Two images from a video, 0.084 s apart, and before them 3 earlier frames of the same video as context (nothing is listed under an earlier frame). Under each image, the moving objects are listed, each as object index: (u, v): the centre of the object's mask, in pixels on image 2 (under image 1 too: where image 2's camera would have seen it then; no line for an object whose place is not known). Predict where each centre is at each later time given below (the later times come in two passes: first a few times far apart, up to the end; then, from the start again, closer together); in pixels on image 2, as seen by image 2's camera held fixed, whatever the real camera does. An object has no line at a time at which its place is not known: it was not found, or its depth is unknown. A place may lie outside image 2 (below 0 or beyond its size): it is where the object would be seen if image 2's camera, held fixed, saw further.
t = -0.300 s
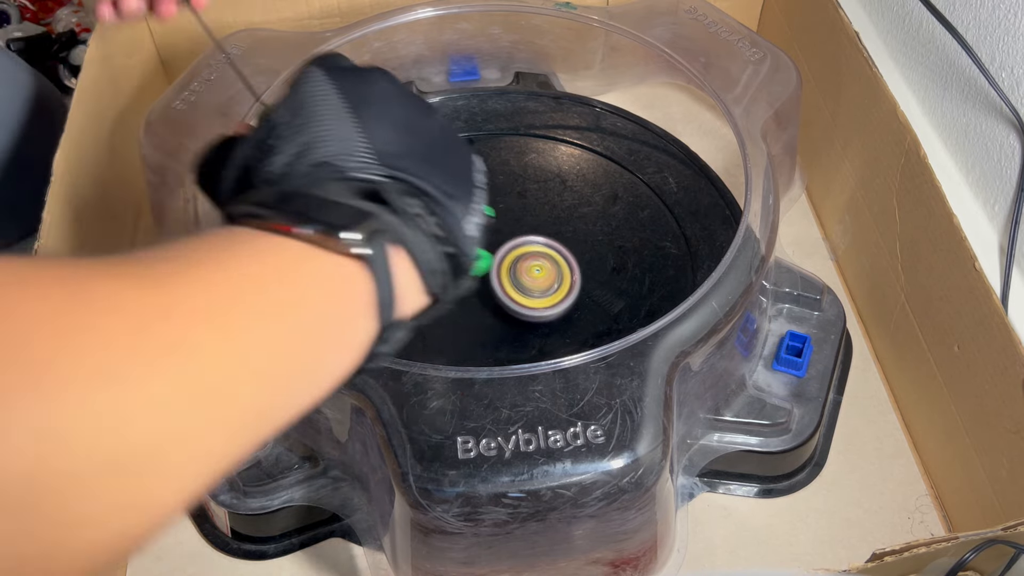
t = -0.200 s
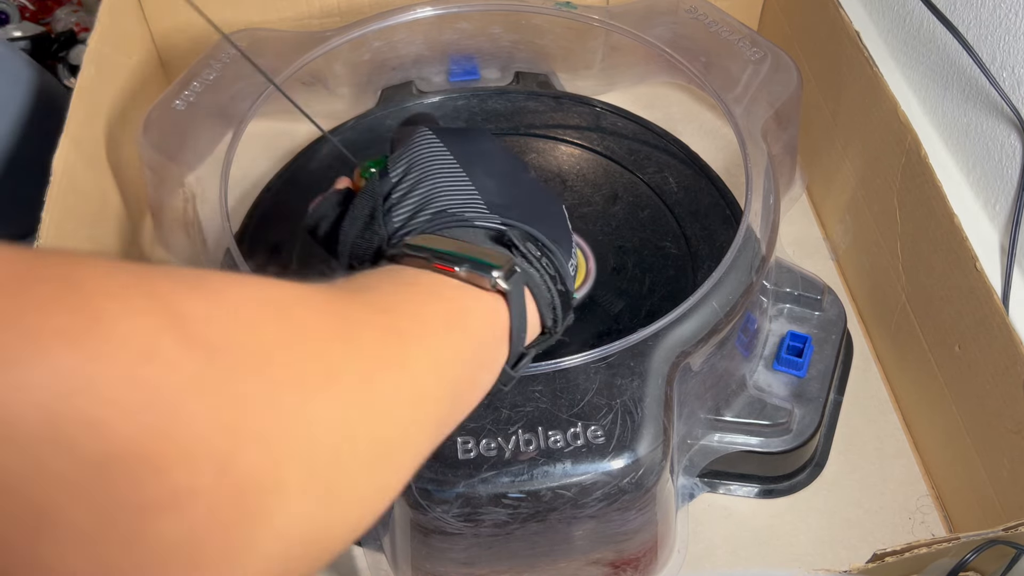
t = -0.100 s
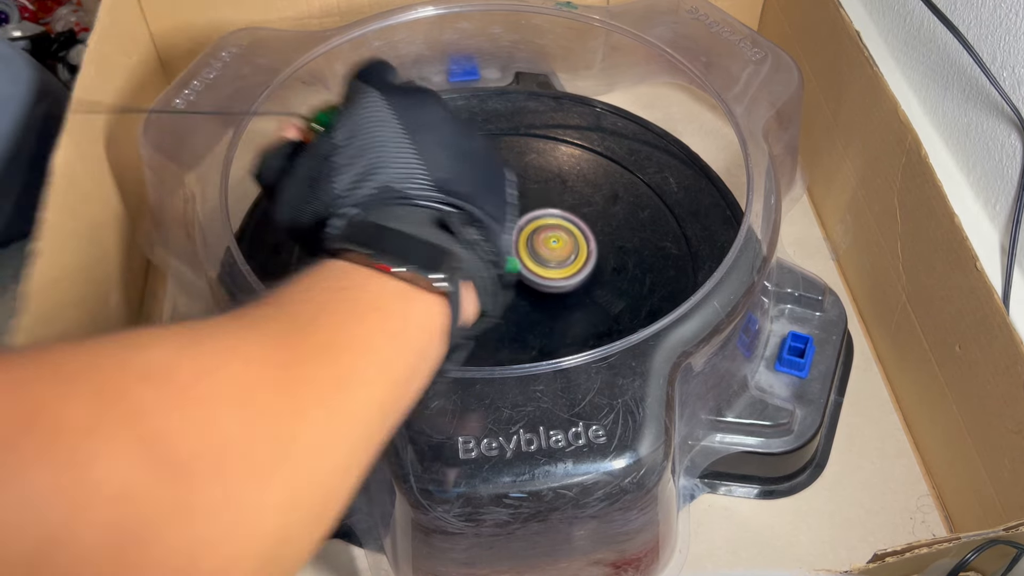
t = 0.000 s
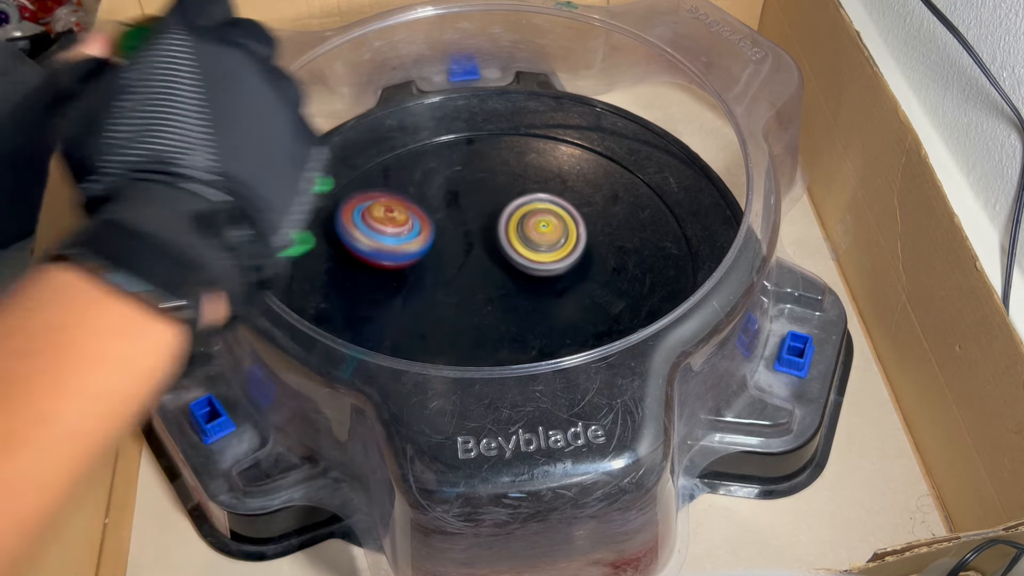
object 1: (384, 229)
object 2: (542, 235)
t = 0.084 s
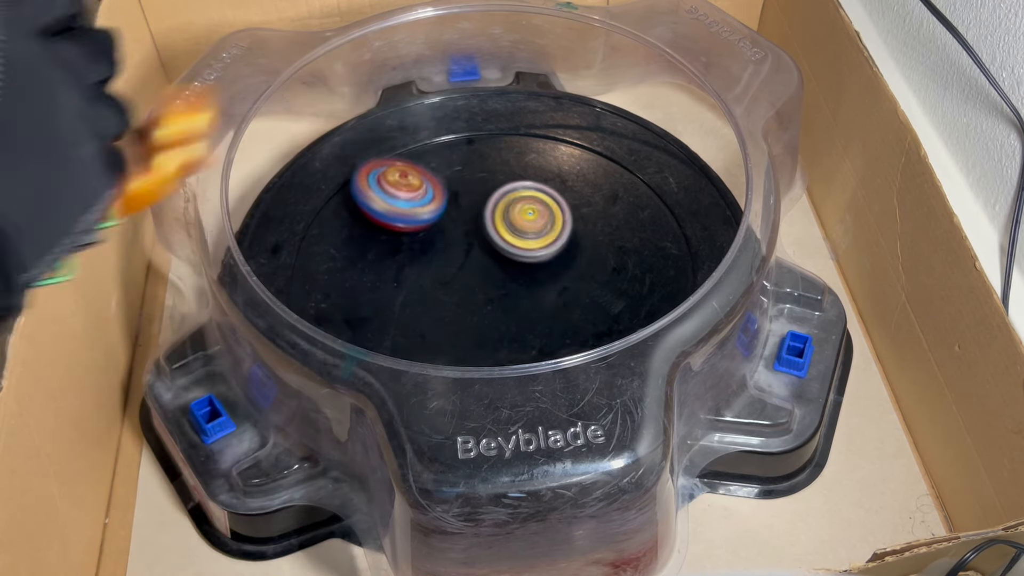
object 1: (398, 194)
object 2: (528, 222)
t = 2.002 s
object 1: (562, 298)
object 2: (629, 182)
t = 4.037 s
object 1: (441, 272)
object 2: (624, 144)
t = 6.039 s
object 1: (502, 154)
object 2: (539, 326)
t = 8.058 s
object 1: (436, 203)
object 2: (436, 306)
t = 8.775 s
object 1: (491, 239)
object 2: (595, 244)
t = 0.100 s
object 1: (402, 189)
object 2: (525, 219)
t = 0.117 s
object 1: (407, 186)
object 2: (522, 217)
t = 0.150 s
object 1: (416, 178)
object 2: (515, 212)
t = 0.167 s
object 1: (421, 175)
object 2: (512, 210)
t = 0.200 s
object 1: (422, 165)
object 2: (516, 213)
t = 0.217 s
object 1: (413, 153)
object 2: (528, 221)
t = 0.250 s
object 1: (396, 134)
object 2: (550, 235)
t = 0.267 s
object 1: (388, 128)
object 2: (560, 241)
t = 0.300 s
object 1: (376, 113)
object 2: (579, 253)
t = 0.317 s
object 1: (371, 113)
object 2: (587, 258)
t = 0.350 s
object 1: (368, 129)
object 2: (599, 268)
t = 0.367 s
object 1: (367, 136)
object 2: (604, 272)
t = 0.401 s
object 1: (368, 156)
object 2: (609, 280)
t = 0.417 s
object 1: (369, 167)
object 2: (610, 285)
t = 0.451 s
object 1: (373, 190)
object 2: (608, 292)
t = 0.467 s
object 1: (375, 203)
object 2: (605, 295)
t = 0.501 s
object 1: (382, 230)
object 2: (597, 300)
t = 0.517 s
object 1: (387, 244)
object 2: (593, 302)
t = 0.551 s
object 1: (397, 272)
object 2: (580, 306)
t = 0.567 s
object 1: (401, 285)
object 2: (574, 308)
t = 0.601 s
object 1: (412, 310)
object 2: (558, 310)
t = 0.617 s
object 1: (418, 320)
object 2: (550, 310)
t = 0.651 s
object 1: (433, 331)
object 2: (534, 309)
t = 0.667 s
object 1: (435, 335)
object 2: (532, 307)
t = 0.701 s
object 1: (425, 356)
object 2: (540, 297)
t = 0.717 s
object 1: (424, 361)
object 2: (544, 291)
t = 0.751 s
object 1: (424, 369)
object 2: (551, 281)
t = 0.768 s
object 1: (426, 371)
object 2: (554, 276)
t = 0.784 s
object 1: (427, 374)
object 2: (558, 271)
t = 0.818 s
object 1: (438, 368)
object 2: (563, 261)
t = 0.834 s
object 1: (446, 363)
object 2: (564, 256)
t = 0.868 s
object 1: (460, 342)
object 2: (567, 248)
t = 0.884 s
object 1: (469, 339)
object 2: (567, 244)
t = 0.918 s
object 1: (486, 328)
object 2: (567, 237)
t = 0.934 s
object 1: (495, 319)
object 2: (566, 234)
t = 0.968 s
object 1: (508, 293)
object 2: (564, 228)
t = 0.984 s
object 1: (504, 286)
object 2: (570, 218)
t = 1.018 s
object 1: (491, 274)
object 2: (582, 196)
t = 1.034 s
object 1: (483, 267)
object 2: (586, 187)
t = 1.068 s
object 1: (467, 254)
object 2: (590, 170)
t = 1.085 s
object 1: (458, 247)
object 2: (591, 163)
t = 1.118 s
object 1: (440, 233)
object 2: (589, 153)
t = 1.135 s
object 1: (430, 227)
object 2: (588, 149)
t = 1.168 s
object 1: (412, 216)
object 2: (583, 145)
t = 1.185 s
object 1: (403, 211)
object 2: (580, 144)
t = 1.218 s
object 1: (386, 204)
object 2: (572, 145)
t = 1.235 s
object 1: (378, 200)
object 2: (568, 146)
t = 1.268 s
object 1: (364, 197)
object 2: (558, 151)
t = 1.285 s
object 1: (357, 196)
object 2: (552, 154)
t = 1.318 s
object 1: (347, 198)
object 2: (540, 162)
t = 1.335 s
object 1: (343, 201)
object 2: (534, 166)
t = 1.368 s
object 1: (338, 207)
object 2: (521, 175)
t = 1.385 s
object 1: (336, 211)
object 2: (515, 181)
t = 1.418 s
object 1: (335, 222)
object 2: (502, 192)
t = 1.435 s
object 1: (336, 229)
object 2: (496, 198)
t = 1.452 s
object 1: (338, 236)
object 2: (489, 204)
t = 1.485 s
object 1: (343, 252)
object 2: (478, 216)
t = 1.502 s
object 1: (348, 261)
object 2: (473, 223)
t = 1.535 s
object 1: (357, 279)
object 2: (464, 236)
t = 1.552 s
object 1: (362, 287)
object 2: (460, 243)
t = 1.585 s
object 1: (374, 305)
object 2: (454, 256)
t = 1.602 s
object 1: (380, 312)
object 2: (452, 262)
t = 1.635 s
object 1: (386, 324)
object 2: (461, 268)
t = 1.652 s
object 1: (388, 329)
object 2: (468, 268)
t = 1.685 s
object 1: (394, 355)
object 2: (485, 270)
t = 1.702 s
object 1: (404, 361)
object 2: (493, 271)
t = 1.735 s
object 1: (420, 373)
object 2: (510, 271)
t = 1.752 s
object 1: (431, 374)
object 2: (519, 270)
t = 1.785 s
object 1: (458, 368)
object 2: (536, 267)
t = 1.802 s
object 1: (473, 370)
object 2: (545, 266)
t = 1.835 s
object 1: (500, 359)
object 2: (560, 262)
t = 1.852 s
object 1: (514, 351)
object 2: (568, 259)
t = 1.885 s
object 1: (537, 330)
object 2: (581, 254)
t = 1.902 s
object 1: (549, 323)
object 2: (587, 250)
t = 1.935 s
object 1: (562, 315)
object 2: (602, 229)
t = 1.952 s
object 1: (562, 313)
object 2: (612, 216)
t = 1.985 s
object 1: (564, 305)
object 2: (625, 193)
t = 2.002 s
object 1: (562, 298)
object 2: (629, 182)
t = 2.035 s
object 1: (557, 285)
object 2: (632, 163)
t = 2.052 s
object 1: (553, 277)
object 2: (630, 157)
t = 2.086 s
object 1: (542, 260)
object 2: (622, 147)
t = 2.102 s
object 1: (534, 251)
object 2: (616, 145)
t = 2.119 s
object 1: (525, 243)
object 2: (608, 144)
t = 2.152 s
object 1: (506, 225)
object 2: (590, 146)
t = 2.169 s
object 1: (496, 216)
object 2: (579, 148)
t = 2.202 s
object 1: (471, 200)
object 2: (557, 154)
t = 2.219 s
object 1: (460, 192)
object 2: (547, 158)
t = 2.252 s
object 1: (432, 180)
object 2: (526, 168)
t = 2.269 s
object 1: (419, 175)
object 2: (517, 172)
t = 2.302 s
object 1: (392, 167)
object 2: (499, 184)
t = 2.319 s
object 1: (377, 164)
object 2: (490, 191)
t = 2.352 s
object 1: (354, 162)
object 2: (475, 206)
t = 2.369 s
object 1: (344, 164)
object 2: (468, 213)
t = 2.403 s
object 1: (336, 180)
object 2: (457, 230)
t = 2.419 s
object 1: (332, 189)
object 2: (452, 239)
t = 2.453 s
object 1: (328, 210)
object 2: (445, 257)
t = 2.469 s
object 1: (326, 221)
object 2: (443, 266)
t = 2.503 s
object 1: (325, 245)
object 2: (441, 284)
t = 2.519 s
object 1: (326, 257)
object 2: (441, 292)
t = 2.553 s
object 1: (329, 283)
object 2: (446, 307)
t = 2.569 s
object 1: (334, 294)
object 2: (448, 314)
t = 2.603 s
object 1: (342, 321)
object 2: (457, 323)
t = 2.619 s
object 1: (351, 331)
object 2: (462, 326)
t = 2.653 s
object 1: (375, 353)
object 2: (473, 330)
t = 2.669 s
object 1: (383, 360)
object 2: (486, 330)
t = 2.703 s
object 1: (394, 381)
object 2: (518, 327)
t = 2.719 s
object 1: (403, 387)
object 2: (533, 324)
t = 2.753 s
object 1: (424, 397)
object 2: (563, 318)
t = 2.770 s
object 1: (437, 394)
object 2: (576, 315)
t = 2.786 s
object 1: (452, 393)
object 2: (588, 310)
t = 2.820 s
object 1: (485, 383)
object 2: (609, 300)
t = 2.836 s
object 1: (502, 377)
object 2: (618, 295)
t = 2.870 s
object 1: (532, 358)
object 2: (630, 285)
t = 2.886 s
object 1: (547, 345)
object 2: (635, 281)
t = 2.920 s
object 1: (560, 323)
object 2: (648, 264)
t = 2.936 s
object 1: (554, 319)
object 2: (662, 248)
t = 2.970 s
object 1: (542, 304)
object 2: (675, 219)
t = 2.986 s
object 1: (534, 294)
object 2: (670, 207)
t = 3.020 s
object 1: (517, 271)
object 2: (658, 192)
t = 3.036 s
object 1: (509, 260)
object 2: (647, 183)
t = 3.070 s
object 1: (489, 238)
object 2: (625, 171)
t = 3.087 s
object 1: (479, 228)
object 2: (614, 167)
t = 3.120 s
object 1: (457, 207)
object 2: (590, 159)
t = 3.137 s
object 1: (445, 198)
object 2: (576, 156)
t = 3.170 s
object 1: (422, 181)
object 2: (552, 154)
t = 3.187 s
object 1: (412, 175)
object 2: (539, 155)
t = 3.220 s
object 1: (389, 164)
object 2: (515, 158)
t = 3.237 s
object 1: (378, 160)
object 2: (503, 160)
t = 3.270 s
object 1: (359, 155)
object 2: (482, 167)
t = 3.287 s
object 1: (354, 158)
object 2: (472, 172)
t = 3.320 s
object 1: (347, 171)
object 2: (453, 184)
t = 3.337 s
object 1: (345, 179)
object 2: (445, 191)
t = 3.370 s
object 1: (337, 195)
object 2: (437, 207)
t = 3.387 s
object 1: (330, 201)
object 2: (436, 218)
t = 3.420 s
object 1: (318, 217)
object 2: (435, 237)
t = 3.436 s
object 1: (314, 226)
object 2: (435, 246)
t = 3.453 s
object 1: (310, 235)
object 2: (437, 255)
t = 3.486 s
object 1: (300, 254)
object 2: (441, 273)
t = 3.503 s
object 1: (300, 263)
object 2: (444, 282)
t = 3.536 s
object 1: (311, 282)
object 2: (454, 298)
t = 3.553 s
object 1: (311, 296)
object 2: (459, 304)
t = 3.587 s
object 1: (318, 317)
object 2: (473, 316)
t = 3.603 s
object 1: (326, 325)
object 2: (480, 321)
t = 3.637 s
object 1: (350, 342)
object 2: (495, 327)
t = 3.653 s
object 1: (365, 350)
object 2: (503, 328)
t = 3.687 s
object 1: (400, 360)
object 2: (518, 329)
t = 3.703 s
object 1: (419, 359)
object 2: (524, 329)
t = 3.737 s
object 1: (421, 363)
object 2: (567, 316)
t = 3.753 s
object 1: (412, 366)
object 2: (597, 305)
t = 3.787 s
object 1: (399, 368)
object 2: (648, 277)
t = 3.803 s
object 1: (393, 366)
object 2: (670, 262)
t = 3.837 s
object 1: (388, 358)
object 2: (697, 230)
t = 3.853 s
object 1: (394, 337)
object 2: (707, 218)
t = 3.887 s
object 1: (397, 333)
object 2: (707, 195)
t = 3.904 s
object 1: (402, 330)
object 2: (702, 186)
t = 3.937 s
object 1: (413, 325)
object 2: (686, 169)
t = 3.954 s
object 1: (418, 319)
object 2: (677, 163)
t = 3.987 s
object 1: (429, 301)
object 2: (657, 152)
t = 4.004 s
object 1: (433, 292)
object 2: (646, 149)
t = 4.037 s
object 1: (441, 272)
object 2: (624, 144)
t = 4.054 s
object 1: (445, 261)
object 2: (612, 143)
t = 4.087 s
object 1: (451, 242)
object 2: (585, 145)
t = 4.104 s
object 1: (453, 232)
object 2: (570, 146)
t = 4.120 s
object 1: (454, 223)
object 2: (556, 148)
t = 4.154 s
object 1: (456, 206)
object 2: (528, 154)
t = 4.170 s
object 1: (446, 203)
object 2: (527, 150)
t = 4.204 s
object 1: (403, 194)
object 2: (543, 132)
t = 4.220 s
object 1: (381, 194)
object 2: (550, 129)
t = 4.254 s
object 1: (339, 202)
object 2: (560, 133)
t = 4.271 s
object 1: (320, 200)
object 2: (562, 139)
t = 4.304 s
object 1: (295, 201)
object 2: (562, 151)
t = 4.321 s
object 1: (283, 206)
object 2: (561, 158)
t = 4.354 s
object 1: (263, 211)
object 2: (557, 173)
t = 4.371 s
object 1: (257, 213)
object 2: (554, 180)
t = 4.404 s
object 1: (253, 214)
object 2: (547, 196)
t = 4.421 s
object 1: (256, 215)
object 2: (543, 204)
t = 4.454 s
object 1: (266, 217)
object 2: (533, 219)
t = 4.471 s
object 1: (274, 217)
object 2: (528, 227)
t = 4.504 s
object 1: (282, 217)
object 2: (519, 241)
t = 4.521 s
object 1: (287, 217)
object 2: (514, 247)
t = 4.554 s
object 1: (300, 216)
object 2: (505, 260)
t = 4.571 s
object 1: (307, 216)
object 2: (502, 265)
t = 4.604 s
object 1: (322, 220)
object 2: (497, 276)
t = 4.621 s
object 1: (331, 221)
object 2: (494, 280)
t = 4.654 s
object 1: (348, 226)
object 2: (492, 289)
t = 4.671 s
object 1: (358, 228)
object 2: (492, 293)
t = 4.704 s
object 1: (378, 232)
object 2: (493, 299)
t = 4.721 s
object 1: (388, 234)
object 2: (494, 302)
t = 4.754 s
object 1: (410, 237)
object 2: (499, 307)
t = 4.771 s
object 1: (421, 237)
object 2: (502, 308)
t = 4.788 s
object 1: (432, 237)
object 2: (506, 310)
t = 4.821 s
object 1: (455, 235)
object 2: (513, 311)
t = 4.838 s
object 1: (466, 233)
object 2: (517, 312)
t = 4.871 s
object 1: (488, 228)
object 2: (525, 313)
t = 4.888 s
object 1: (498, 225)
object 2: (529, 314)
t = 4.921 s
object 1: (517, 217)
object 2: (535, 314)
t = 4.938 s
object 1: (525, 213)
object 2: (538, 314)
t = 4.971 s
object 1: (539, 204)
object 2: (544, 313)
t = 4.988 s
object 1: (545, 199)
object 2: (546, 312)
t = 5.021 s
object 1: (555, 190)
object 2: (552, 310)
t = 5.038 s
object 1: (559, 185)
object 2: (554, 308)
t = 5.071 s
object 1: (564, 176)
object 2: (559, 305)
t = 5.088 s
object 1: (566, 172)
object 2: (561, 303)
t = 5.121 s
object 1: (568, 165)
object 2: (565, 300)
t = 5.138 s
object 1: (567, 159)
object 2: (566, 298)
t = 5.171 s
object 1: (563, 153)
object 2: (568, 295)
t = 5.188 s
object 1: (560, 151)
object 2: (569, 293)
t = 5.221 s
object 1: (552, 146)
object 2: (569, 289)
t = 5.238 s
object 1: (548, 143)
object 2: (569, 288)
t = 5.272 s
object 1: (538, 141)
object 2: (568, 284)
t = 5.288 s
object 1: (533, 141)
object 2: (567, 283)
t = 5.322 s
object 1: (523, 141)
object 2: (564, 281)
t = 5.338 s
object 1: (518, 141)
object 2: (562, 279)
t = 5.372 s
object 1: (506, 143)
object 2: (557, 276)
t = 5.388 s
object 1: (499, 144)
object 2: (554, 275)
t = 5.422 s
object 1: (487, 148)
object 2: (548, 274)
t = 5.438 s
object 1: (481, 151)
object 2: (545, 273)
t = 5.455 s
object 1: (477, 153)
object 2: (541, 273)
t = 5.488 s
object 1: (470, 160)
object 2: (535, 273)
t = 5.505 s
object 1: (468, 163)
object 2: (532, 274)
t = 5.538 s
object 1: (466, 171)
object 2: (526, 275)
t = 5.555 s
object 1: (465, 175)
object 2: (523, 275)
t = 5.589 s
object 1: (465, 184)
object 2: (518, 276)
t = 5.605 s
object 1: (467, 191)
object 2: (515, 277)
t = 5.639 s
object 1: (475, 204)
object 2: (509, 279)
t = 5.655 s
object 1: (480, 207)
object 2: (507, 283)
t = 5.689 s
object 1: (490, 203)
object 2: (506, 301)
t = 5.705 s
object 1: (495, 200)
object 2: (505, 309)
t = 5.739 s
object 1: (506, 195)
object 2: (505, 321)
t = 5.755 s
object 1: (511, 193)
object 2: (505, 325)
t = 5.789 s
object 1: (522, 188)
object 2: (508, 329)
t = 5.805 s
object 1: (527, 185)
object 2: (510, 331)
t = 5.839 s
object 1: (532, 177)
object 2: (515, 332)
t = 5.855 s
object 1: (534, 174)
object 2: (517, 333)
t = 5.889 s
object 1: (535, 168)
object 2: (522, 333)
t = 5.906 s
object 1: (535, 165)
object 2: (525, 333)
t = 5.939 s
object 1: (533, 158)
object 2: (530, 332)
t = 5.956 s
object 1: (529, 155)
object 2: (532, 332)
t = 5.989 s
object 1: (520, 150)
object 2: (535, 330)
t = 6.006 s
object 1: (514, 151)
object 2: (537, 329)
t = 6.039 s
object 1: (502, 154)
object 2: (539, 326)
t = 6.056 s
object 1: (495, 157)
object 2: (540, 324)
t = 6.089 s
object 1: (483, 169)
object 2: (540, 320)
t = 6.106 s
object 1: (478, 176)
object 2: (540, 317)
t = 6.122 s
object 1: (474, 185)
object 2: (539, 313)
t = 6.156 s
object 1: (470, 204)
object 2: (537, 307)
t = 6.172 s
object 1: (469, 213)
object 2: (535, 304)
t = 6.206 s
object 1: (468, 234)
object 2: (530, 298)
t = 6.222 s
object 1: (466, 240)
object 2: (531, 299)
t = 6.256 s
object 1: (460, 247)
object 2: (535, 304)
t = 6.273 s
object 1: (458, 251)
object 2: (535, 306)
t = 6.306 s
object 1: (455, 258)
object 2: (535, 308)
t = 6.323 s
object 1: (454, 263)
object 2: (535, 308)
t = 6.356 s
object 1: (439, 253)
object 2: (555, 321)
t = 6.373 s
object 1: (431, 246)
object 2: (565, 324)
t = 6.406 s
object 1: (417, 238)
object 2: (584, 337)
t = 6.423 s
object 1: (414, 234)
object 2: (593, 342)
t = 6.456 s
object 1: (406, 228)
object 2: (606, 346)
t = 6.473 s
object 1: (404, 229)
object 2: (611, 345)
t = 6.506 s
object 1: (405, 230)
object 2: (618, 342)
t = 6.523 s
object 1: (404, 231)
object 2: (620, 339)
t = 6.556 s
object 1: (408, 241)
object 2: (622, 331)
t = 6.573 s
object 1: (412, 245)
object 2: (622, 327)
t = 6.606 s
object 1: (418, 257)
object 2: (616, 312)
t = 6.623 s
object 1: (424, 265)
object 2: (616, 309)
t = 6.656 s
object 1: (439, 277)
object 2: (612, 302)
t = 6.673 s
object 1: (446, 283)
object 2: (609, 297)
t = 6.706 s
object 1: (466, 293)
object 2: (597, 285)
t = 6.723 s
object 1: (476, 296)
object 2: (590, 280)
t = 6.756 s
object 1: (483, 302)
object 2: (587, 266)
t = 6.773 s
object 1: (479, 306)
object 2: (592, 258)
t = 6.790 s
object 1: (475, 308)
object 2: (597, 250)
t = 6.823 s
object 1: (471, 312)
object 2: (601, 236)
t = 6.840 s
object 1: (471, 313)
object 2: (601, 230)
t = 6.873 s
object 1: (472, 314)
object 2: (597, 220)
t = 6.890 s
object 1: (476, 315)
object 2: (593, 217)
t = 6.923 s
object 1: (484, 313)
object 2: (581, 211)
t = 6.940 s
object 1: (489, 313)
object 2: (573, 210)
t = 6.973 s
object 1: (503, 308)
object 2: (557, 208)
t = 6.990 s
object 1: (509, 305)
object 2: (549, 207)
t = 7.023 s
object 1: (522, 296)
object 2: (533, 207)
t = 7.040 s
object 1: (526, 290)
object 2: (525, 207)
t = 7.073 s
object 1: (531, 281)
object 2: (509, 207)
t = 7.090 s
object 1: (532, 278)
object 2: (501, 203)
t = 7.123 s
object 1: (529, 276)
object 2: (484, 195)
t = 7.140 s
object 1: (528, 273)
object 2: (476, 193)
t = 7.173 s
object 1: (519, 270)
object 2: (460, 190)
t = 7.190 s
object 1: (516, 267)
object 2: (453, 190)
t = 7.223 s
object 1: (502, 263)
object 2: (441, 193)
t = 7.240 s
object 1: (497, 263)
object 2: (436, 195)
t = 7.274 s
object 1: (482, 263)
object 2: (427, 200)
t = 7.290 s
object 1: (480, 269)
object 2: (420, 197)
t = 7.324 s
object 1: (474, 283)
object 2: (406, 192)
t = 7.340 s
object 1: (473, 290)
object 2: (400, 191)
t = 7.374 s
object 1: (472, 302)
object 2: (391, 192)
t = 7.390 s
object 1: (475, 308)
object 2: (388, 194)
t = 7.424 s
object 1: (480, 317)
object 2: (384, 198)
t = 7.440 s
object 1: (485, 321)
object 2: (382, 201)
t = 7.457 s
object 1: (490, 323)
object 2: (382, 204)
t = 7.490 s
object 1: (503, 327)
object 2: (381, 211)
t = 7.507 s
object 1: (511, 325)
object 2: (381, 215)
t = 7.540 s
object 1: (527, 325)
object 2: (383, 223)
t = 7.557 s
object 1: (535, 322)
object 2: (385, 227)
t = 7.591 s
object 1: (551, 318)
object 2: (390, 234)
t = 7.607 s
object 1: (558, 313)
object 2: (394, 238)
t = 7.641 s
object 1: (568, 302)
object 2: (399, 245)
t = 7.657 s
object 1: (571, 294)
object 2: (403, 249)
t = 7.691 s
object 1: (572, 281)
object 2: (410, 255)
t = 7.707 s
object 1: (571, 273)
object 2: (414, 258)
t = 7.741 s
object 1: (564, 260)
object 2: (420, 263)
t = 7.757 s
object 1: (559, 253)
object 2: (424, 266)
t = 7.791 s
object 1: (547, 243)
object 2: (428, 270)
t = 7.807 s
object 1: (538, 238)
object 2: (431, 272)
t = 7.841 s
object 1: (523, 231)
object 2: (435, 276)
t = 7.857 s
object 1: (513, 227)
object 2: (436, 277)
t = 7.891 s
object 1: (501, 219)
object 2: (435, 283)
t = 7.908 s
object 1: (495, 214)
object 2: (432, 287)
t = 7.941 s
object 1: (485, 208)
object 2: (430, 293)
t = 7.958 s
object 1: (478, 206)
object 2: (430, 296)
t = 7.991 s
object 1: (465, 202)
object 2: (432, 300)
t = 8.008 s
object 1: (457, 203)
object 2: (433, 302)
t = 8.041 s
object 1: (444, 202)
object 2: (435, 305)
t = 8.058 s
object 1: (436, 203)
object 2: (436, 306)
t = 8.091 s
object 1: (421, 206)
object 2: (439, 309)
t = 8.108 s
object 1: (415, 209)
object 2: (441, 310)
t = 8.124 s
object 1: (408, 212)
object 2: (442, 311)
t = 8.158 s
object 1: (396, 221)
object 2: (446, 313)
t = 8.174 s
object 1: (390, 224)
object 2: (448, 313)
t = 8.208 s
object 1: (382, 236)
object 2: (452, 314)
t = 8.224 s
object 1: (378, 242)
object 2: (454, 314)
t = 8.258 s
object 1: (376, 257)
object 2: (459, 314)
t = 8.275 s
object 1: (375, 264)
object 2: (462, 314)
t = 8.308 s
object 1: (369, 270)
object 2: (478, 319)
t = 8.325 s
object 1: (366, 273)
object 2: (490, 323)
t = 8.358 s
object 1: (364, 278)
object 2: (511, 325)
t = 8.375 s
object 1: (365, 283)
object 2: (520, 324)
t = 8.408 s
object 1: (371, 292)
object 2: (535, 322)
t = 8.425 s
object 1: (377, 297)
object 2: (541, 320)
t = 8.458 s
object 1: (393, 306)
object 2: (552, 315)
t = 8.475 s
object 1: (401, 309)
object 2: (556, 312)
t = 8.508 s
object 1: (422, 313)
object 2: (563, 306)
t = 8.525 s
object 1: (433, 313)
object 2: (565, 302)
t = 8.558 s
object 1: (456, 311)
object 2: (570, 295)
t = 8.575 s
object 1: (465, 308)
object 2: (571, 292)
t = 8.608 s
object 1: (477, 301)
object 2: (581, 284)
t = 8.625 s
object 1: (483, 297)
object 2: (585, 280)
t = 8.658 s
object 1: (490, 287)
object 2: (590, 271)
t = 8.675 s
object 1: (492, 280)
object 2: (593, 267)
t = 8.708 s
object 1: (495, 266)
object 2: (597, 258)
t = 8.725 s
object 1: (495, 259)
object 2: (597, 254)
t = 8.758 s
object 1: (494, 245)
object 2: (596, 247)
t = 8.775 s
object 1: (491, 239)
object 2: (595, 244)
